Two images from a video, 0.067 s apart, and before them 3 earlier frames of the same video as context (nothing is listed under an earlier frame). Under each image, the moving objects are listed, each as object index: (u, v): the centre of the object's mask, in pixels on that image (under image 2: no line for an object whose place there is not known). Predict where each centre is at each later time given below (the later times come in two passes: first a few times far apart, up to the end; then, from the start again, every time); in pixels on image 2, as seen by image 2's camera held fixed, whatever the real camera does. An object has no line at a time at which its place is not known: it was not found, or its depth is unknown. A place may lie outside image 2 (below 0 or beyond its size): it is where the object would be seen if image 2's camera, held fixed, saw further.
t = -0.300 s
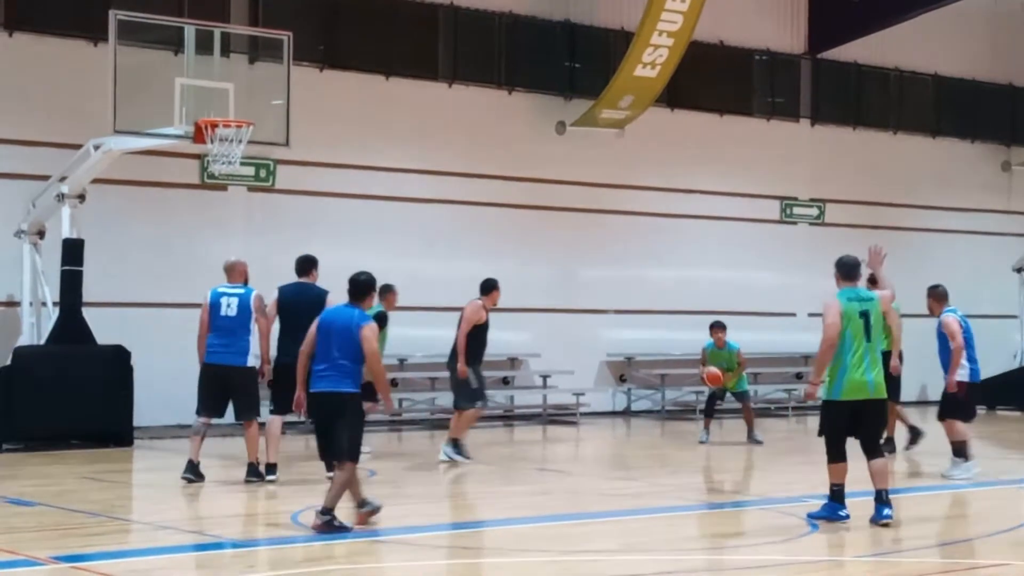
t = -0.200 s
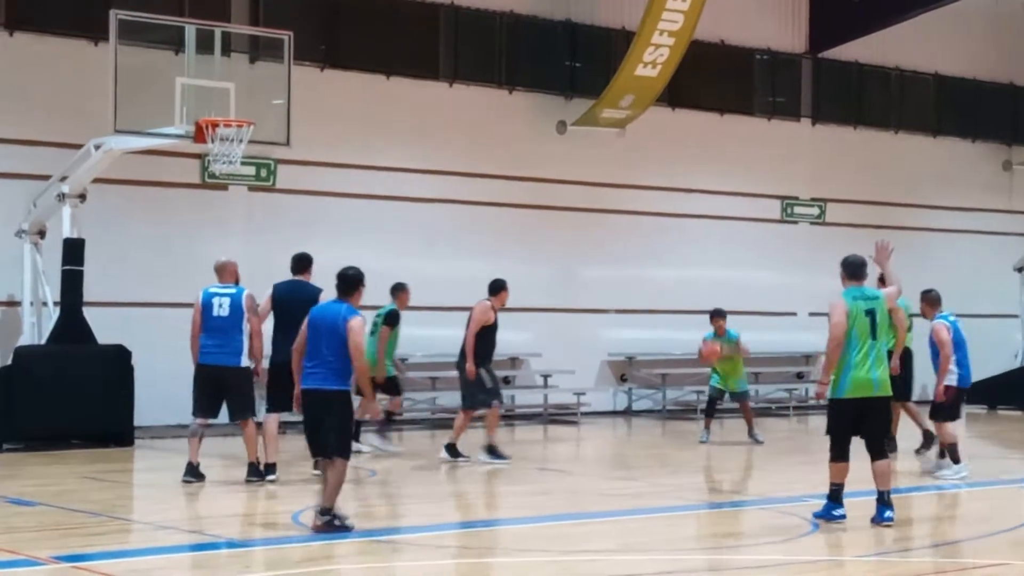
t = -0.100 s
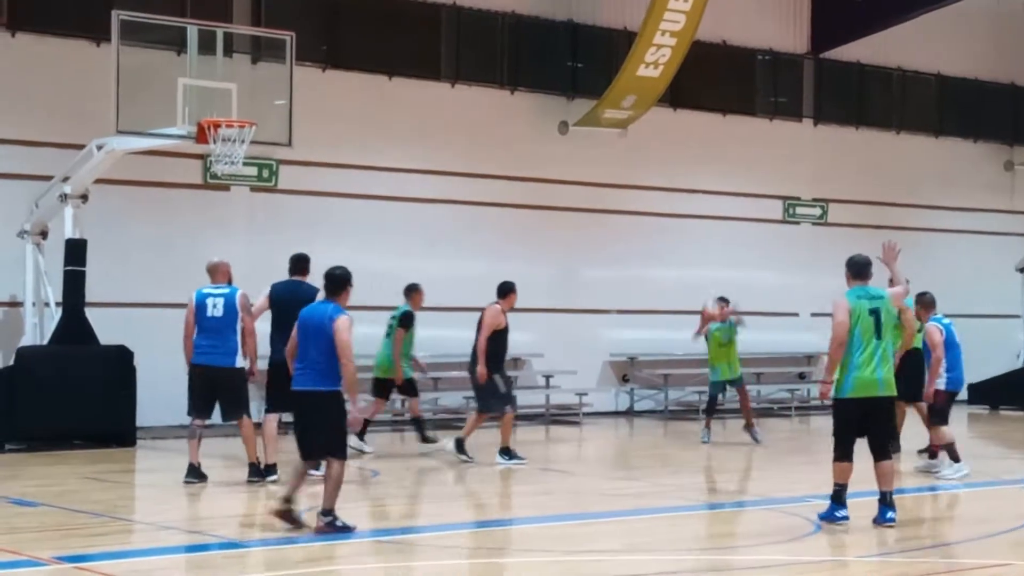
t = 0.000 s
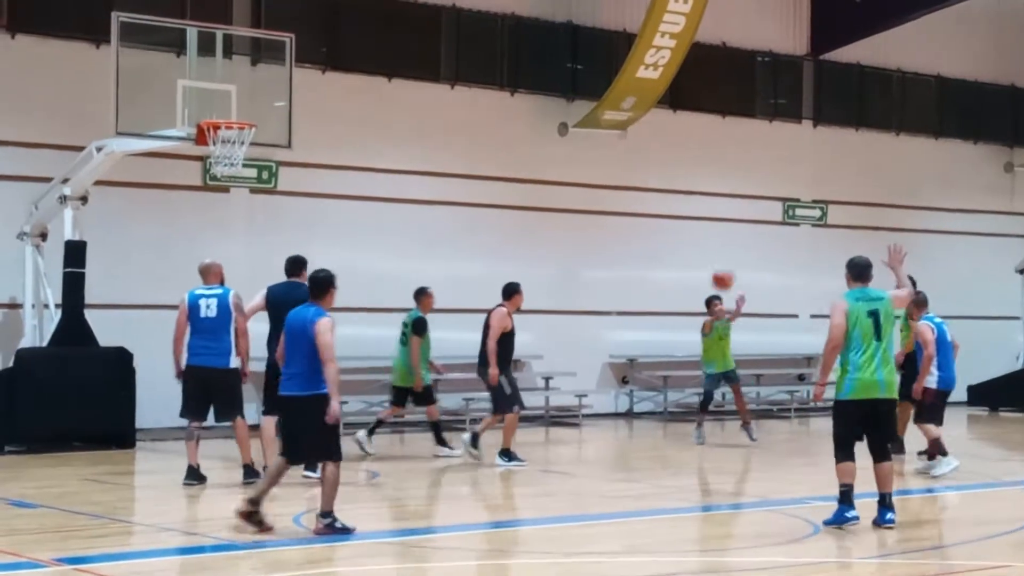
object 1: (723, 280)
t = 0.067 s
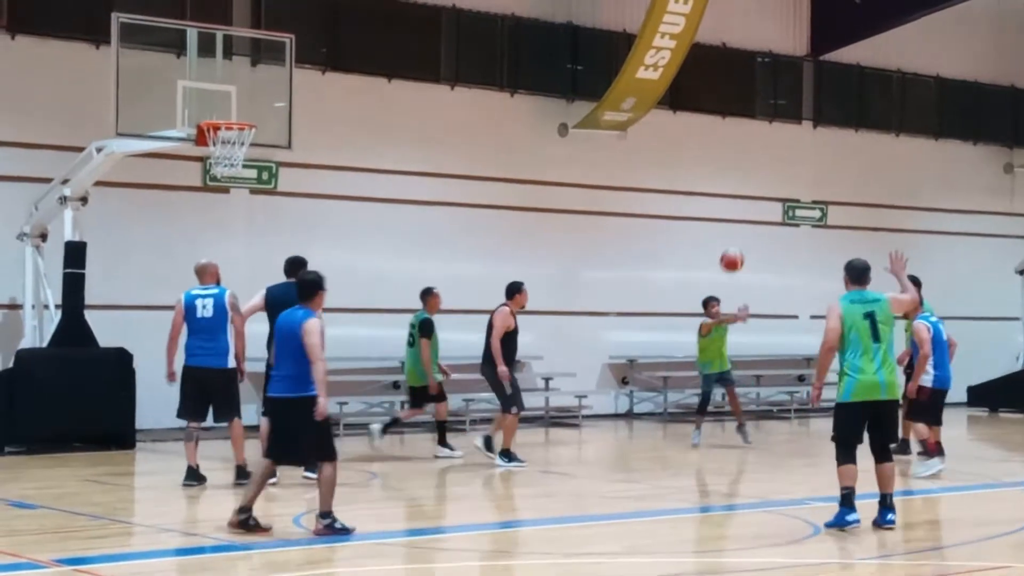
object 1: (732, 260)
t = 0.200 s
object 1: (750, 231)
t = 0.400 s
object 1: (780, 219)
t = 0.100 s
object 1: (737, 252)
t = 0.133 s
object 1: (741, 244)
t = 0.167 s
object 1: (746, 238)
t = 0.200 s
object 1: (750, 231)
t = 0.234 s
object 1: (755, 228)
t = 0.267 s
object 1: (760, 223)
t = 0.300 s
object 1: (764, 220)
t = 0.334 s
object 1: (769, 219)
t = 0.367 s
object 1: (774, 219)
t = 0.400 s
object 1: (780, 219)
